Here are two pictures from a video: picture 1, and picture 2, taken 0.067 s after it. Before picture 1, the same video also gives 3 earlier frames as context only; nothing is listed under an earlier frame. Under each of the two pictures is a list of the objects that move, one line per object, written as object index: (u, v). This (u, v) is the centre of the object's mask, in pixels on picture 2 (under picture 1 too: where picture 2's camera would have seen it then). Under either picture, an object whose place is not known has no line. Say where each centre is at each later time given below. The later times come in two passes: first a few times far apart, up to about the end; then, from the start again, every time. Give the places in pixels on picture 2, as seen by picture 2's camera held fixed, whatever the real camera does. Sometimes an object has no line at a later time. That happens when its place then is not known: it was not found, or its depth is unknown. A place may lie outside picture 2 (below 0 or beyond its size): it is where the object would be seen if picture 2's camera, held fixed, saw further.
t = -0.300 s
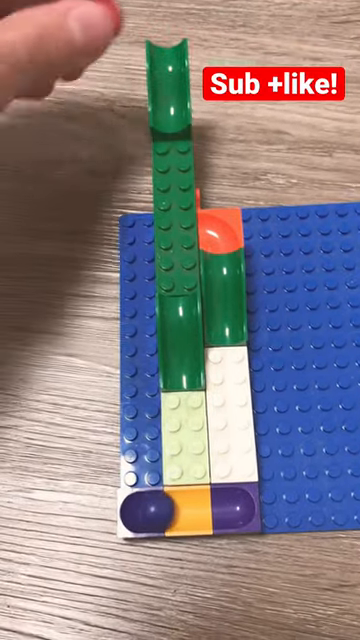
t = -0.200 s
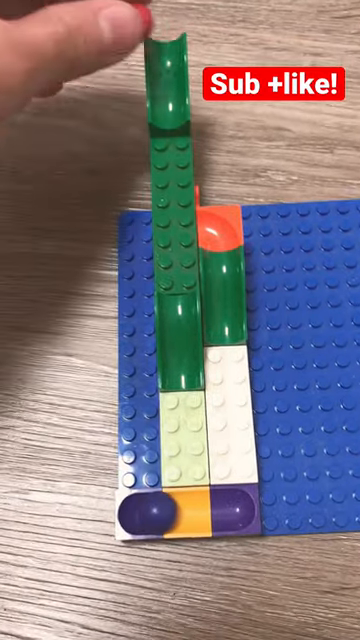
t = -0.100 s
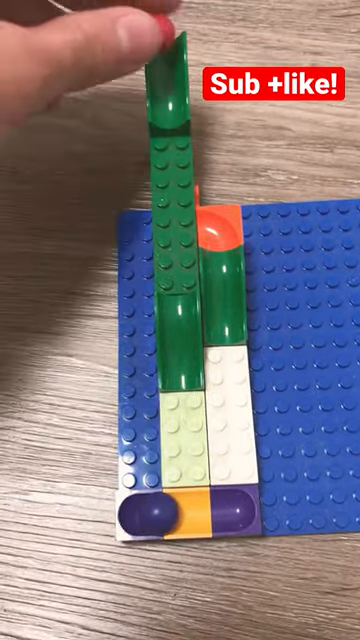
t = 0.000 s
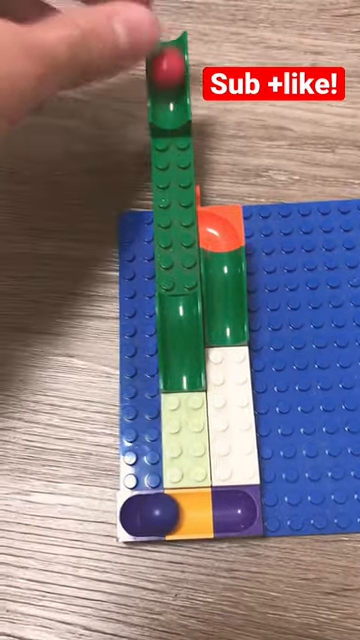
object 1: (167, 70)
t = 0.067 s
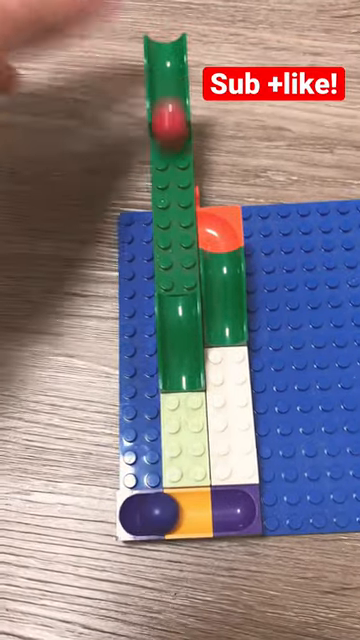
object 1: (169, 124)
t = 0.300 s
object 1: (223, 288)
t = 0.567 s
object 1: (233, 518)
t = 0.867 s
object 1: (225, 510)
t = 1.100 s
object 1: (225, 510)
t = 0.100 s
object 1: (174, 152)
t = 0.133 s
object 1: (184, 174)
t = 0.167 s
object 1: (194, 198)
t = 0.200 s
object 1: (203, 221)
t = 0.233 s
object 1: (221, 238)
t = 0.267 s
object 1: (222, 261)
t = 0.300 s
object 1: (223, 288)
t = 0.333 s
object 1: (225, 322)
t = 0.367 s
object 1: (229, 368)
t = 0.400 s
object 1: (232, 406)
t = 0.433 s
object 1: (234, 446)
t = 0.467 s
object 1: (237, 488)
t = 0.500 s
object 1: (237, 518)
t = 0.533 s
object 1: (235, 521)
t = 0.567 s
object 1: (233, 518)
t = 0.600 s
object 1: (230, 509)
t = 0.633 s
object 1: (229, 509)
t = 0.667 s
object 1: (228, 509)
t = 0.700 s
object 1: (227, 509)
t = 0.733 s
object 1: (227, 509)
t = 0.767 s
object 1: (226, 509)
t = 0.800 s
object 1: (225, 509)
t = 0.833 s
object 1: (225, 510)
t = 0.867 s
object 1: (225, 510)
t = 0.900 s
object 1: (225, 510)
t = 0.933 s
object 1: (225, 510)
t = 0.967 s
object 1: (225, 510)
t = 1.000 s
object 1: (225, 510)
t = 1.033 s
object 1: (225, 510)
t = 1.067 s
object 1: (225, 510)
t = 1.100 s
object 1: (225, 510)
